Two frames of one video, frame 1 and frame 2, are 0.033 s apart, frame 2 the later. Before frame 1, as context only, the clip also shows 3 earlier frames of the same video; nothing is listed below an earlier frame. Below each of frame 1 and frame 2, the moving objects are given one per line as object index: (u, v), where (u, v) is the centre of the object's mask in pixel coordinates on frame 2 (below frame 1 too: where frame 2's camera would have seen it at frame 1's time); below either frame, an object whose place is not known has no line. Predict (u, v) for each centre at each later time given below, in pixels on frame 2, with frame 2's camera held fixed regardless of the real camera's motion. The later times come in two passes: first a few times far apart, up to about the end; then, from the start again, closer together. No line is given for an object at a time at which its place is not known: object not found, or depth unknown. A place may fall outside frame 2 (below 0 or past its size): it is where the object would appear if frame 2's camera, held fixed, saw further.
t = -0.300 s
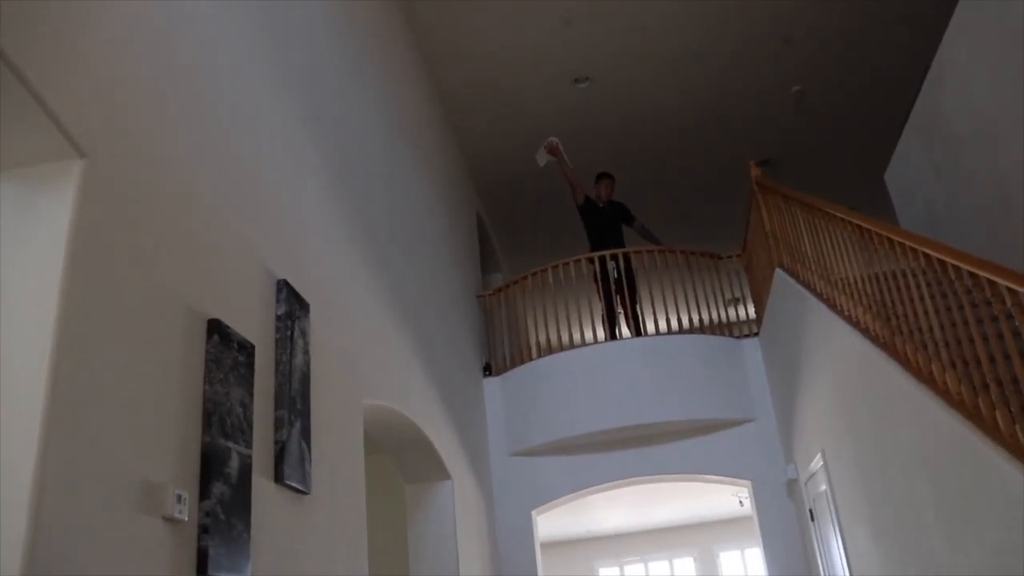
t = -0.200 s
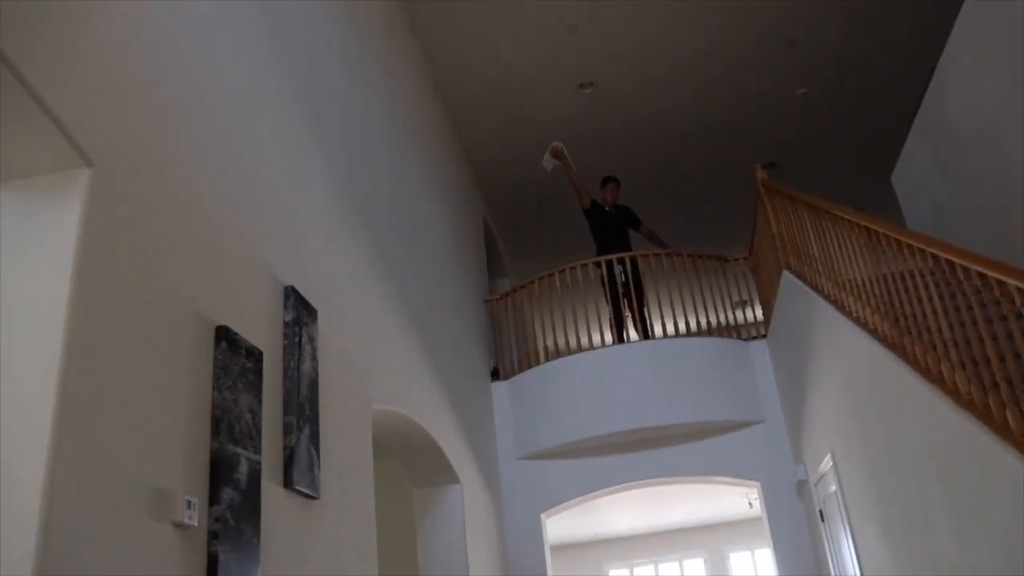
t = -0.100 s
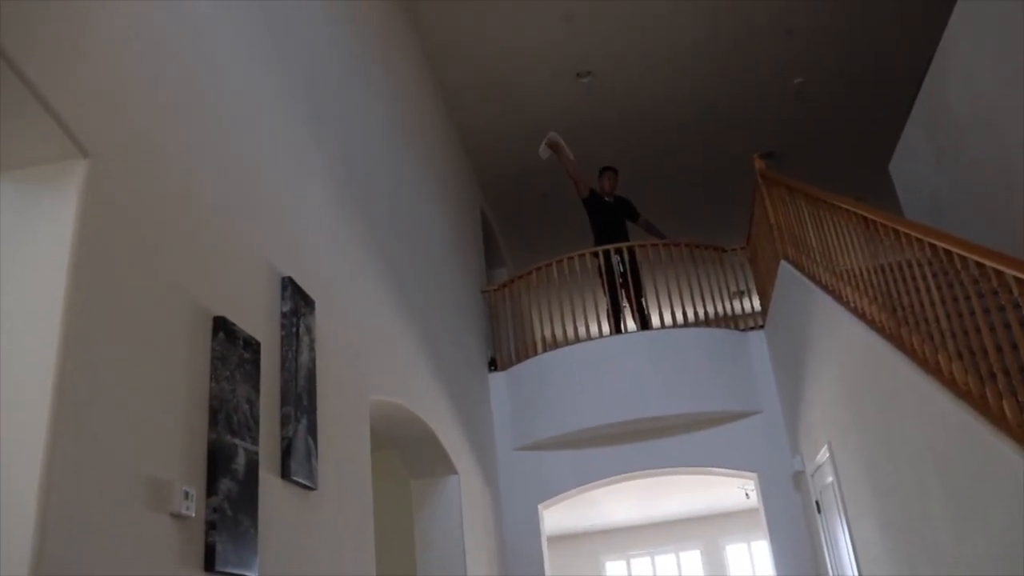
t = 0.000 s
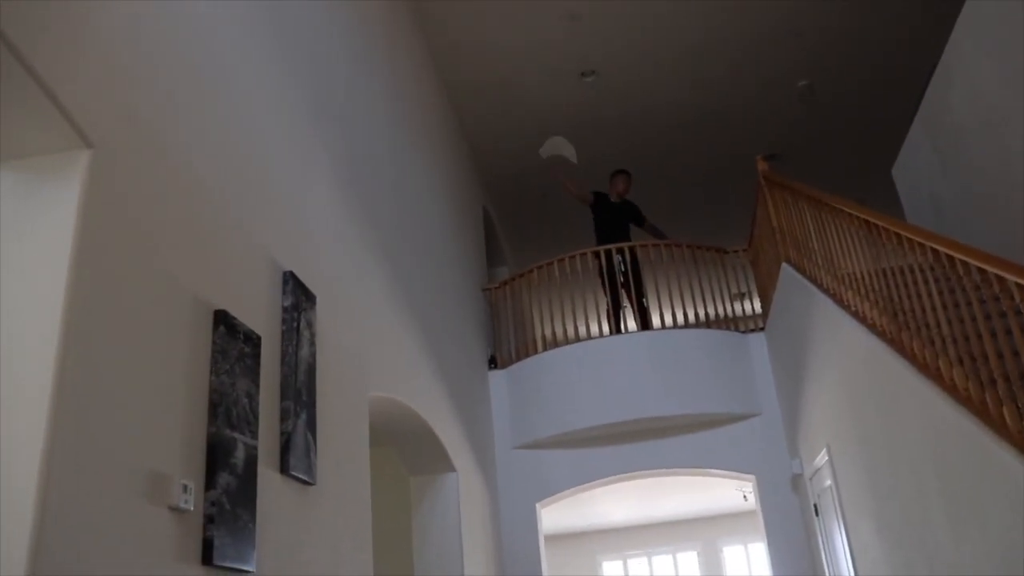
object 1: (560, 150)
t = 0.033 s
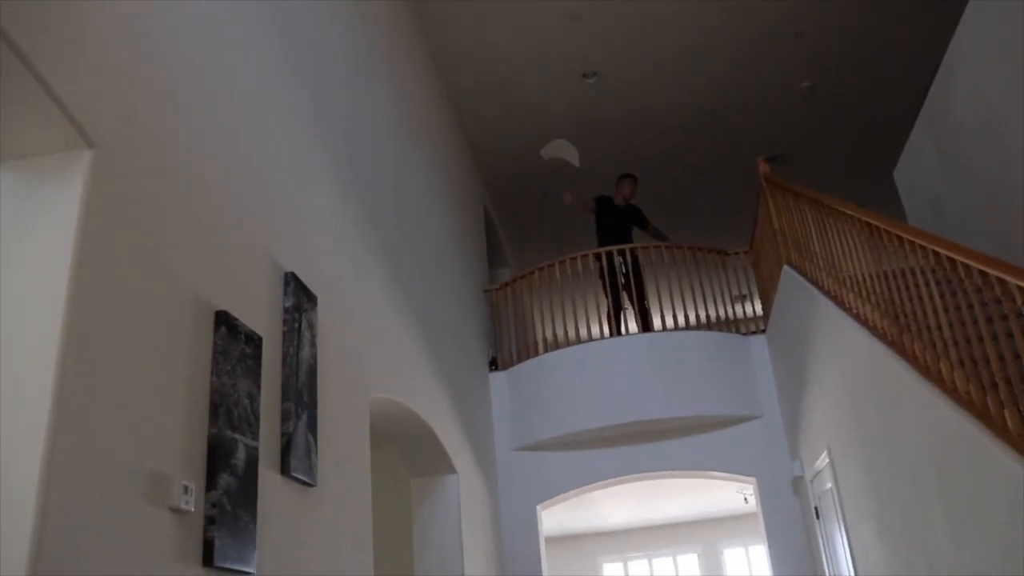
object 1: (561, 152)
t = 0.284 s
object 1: (576, 161)
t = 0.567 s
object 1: (599, 175)
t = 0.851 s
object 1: (596, 208)
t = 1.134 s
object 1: (591, 251)
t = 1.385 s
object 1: (597, 280)
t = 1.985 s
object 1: (597, 339)
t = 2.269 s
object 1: (608, 347)
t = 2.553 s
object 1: (604, 389)
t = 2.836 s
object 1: (582, 421)
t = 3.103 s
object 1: (580, 464)
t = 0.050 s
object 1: (562, 153)
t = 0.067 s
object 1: (562, 153)
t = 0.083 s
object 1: (563, 154)
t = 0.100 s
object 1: (563, 155)
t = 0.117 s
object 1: (564, 156)
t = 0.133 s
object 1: (564, 156)
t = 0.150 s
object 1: (566, 157)
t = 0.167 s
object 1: (566, 158)
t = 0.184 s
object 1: (567, 158)
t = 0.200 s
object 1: (569, 159)
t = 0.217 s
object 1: (570, 159)
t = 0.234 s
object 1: (571, 160)
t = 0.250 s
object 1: (573, 160)
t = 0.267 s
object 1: (574, 161)
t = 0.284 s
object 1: (576, 161)
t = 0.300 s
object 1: (577, 162)
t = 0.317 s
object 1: (579, 162)
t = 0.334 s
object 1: (580, 163)
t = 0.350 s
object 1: (582, 164)
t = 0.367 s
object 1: (583, 164)
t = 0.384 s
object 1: (585, 165)
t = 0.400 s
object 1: (587, 166)
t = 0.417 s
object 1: (588, 166)
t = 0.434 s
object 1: (589, 167)
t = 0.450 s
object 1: (591, 167)
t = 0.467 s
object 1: (592, 168)
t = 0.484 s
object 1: (594, 169)
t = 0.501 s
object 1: (595, 170)
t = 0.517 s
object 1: (596, 171)
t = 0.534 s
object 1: (597, 172)
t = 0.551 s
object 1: (598, 173)
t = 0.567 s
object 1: (599, 175)
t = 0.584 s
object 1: (599, 176)
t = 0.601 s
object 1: (600, 178)
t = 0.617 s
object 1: (601, 179)
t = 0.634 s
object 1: (601, 180)
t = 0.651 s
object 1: (601, 182)
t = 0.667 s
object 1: (602, 184)
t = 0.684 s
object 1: (602, 185)
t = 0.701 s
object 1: (602, 188)
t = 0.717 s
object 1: (602, 189)
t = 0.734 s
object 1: (602, 191)
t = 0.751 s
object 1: (601, 193)
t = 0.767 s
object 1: (601, 195)
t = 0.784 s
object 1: (601, 197)
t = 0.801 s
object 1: (600, 200)
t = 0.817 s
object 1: (598, 203)
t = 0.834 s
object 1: (597, 206)
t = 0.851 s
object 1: (596, 208)
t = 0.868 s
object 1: (595, 212)
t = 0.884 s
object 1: (593, 215)
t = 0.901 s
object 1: (592, 218)
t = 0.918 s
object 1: (591, 221)
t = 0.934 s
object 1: (590, 223)
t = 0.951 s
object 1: (590, 227)
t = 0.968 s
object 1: (589, 229)
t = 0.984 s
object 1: (589, 231)
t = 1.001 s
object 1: (588, 234)
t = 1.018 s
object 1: (588, 237)
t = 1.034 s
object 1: (588, 240)
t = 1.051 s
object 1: (589, 242)
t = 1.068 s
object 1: (589, 244)
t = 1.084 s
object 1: (589, 246)
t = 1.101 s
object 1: (590, 247)
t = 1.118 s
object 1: (590, 249)
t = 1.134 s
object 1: (591, 251)
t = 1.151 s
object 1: (591, 253)
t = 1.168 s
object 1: (592, 254)
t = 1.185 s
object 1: (592, 255)
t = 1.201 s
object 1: (592, 257)
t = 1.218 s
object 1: (593, 259)
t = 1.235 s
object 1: (593, 261)
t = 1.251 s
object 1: (594, 262)
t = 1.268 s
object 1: (595, 265)
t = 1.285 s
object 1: (595, 267)
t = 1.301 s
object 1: (596, 269)
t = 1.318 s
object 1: (596, 270)
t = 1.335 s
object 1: (597, 272)
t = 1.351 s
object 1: (596, 276)
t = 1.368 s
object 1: (597, 278)
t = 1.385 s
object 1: (597, 280)
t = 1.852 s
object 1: (599, 331)
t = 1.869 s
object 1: (599, 333)
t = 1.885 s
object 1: (598, 335)
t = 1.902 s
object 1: (596, 336)
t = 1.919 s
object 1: (590, 336)
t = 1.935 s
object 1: (591, 337)
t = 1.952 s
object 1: (592, 337)
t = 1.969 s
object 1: (594, 338)
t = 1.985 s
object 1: (597, 339)
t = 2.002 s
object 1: (598, 340)
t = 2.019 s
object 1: (599, 341)
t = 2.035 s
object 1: (599, 341)
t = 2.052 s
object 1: (600, 342)
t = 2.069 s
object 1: (601, 342)
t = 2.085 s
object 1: (602, 342)
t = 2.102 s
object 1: (602, 342)
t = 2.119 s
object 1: (603, 342)
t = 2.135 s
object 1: (604, 343)
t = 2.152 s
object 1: (604, 342)
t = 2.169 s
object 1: (605, 343)
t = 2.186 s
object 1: (606, 343)
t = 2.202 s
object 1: (606, 343)
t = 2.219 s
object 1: (607, 344)
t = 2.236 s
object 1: (607, 345)
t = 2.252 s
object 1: (608, 345)
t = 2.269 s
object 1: (608, 347)
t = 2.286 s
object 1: (608, 348)
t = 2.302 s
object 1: (609, 350)
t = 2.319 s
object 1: (609, 351)
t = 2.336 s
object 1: (609, 353)
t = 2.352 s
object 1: (609, 354)
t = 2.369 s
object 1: (610, 356)
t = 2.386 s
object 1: (609, 358)
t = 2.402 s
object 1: (610, 361)
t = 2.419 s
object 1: (610, 366)
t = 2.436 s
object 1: (609, 369)
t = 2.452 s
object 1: (609, 371)
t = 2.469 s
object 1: (609, 374)
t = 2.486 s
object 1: (608, 377)
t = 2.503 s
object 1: (607, 380)
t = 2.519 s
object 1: (607, 384)
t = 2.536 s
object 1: (606, 386)
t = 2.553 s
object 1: (604, 389)
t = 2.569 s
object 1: (602, 392)
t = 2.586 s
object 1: (600, 394)
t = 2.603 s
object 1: (599, 397)
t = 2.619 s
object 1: (598, 399)
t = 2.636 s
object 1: (595, 401)
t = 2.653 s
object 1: (592, 403)
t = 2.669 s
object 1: (590, 404)
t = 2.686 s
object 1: (588, 407)
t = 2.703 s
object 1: (587, 407)
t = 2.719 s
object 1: (584, 408)
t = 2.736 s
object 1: (581, 408)
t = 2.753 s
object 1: (582, 410)
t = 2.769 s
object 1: (580, 410)
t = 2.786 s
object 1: (581, 413)
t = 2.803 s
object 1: (580, 415)
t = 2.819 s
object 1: (580, 417)
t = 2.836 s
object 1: (582, 421)
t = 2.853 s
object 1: (582, 423)
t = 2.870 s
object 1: (581, 424)
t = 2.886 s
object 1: (582, 426)
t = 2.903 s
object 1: (583, 432)
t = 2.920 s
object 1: (583, 433)
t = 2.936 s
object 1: (583, 434)
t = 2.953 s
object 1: (583, 436)
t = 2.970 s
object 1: (584, 441)
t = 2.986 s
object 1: (583, 443)
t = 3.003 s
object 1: (582, 445)
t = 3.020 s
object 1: (581, 448)
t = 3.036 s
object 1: (581, 450)
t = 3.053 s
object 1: (581, 454)
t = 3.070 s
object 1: (581, 457)
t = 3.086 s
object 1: (580, 460)
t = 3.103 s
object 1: (580, 464)
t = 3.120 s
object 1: (581, 468)
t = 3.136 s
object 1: (582, 471)
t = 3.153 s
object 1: (581, 476)
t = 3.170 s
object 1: (581, 481)
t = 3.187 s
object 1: (580, 486)
